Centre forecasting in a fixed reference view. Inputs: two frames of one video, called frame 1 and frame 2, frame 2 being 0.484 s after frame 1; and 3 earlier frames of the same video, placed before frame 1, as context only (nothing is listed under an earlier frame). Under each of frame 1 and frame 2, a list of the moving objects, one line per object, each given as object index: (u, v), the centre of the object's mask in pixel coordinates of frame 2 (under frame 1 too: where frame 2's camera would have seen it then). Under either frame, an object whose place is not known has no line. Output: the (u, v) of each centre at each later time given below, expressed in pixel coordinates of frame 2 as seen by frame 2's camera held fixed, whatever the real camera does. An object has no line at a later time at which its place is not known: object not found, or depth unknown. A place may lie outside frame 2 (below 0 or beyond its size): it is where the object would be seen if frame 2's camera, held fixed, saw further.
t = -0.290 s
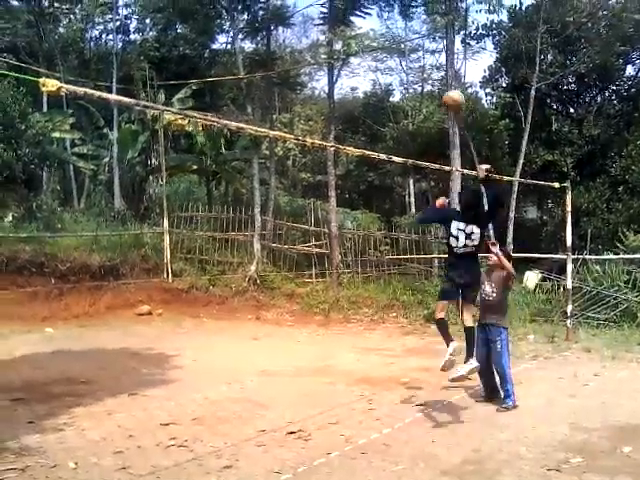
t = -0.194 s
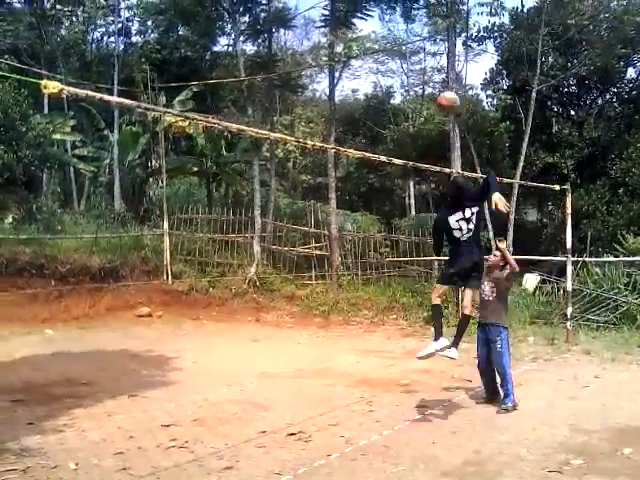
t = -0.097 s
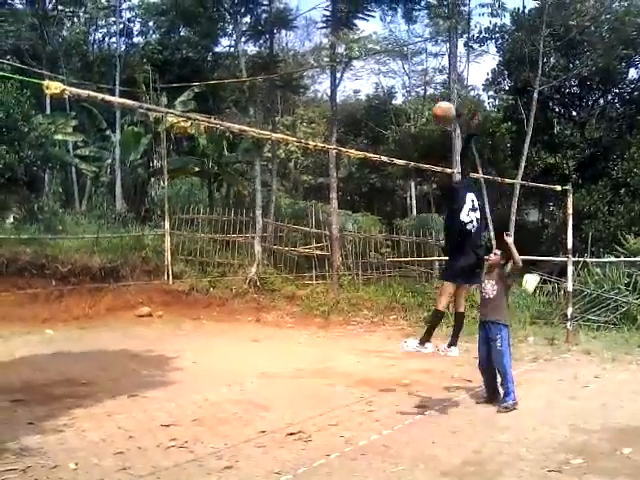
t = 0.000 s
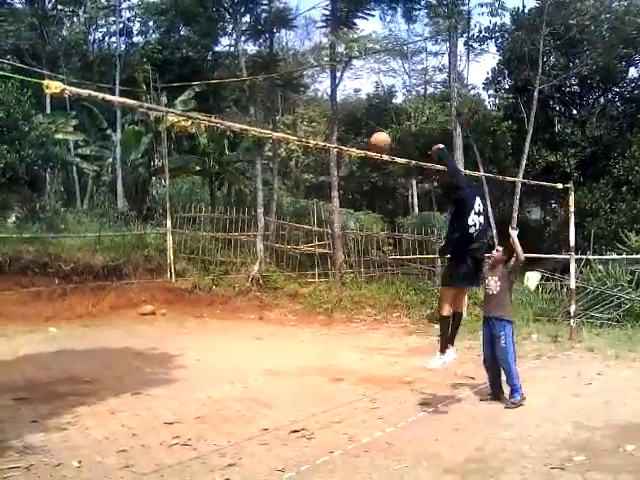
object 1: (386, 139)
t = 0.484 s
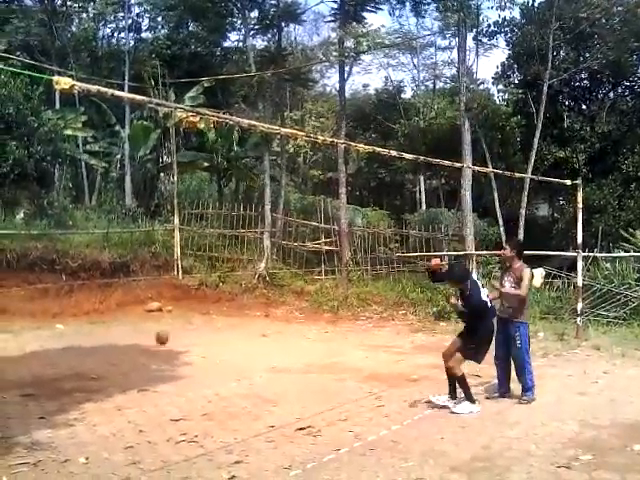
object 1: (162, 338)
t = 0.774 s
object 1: (120, 267)
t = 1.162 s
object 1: (79, 234)
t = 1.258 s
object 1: (70, 239)
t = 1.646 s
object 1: (41, 301)
